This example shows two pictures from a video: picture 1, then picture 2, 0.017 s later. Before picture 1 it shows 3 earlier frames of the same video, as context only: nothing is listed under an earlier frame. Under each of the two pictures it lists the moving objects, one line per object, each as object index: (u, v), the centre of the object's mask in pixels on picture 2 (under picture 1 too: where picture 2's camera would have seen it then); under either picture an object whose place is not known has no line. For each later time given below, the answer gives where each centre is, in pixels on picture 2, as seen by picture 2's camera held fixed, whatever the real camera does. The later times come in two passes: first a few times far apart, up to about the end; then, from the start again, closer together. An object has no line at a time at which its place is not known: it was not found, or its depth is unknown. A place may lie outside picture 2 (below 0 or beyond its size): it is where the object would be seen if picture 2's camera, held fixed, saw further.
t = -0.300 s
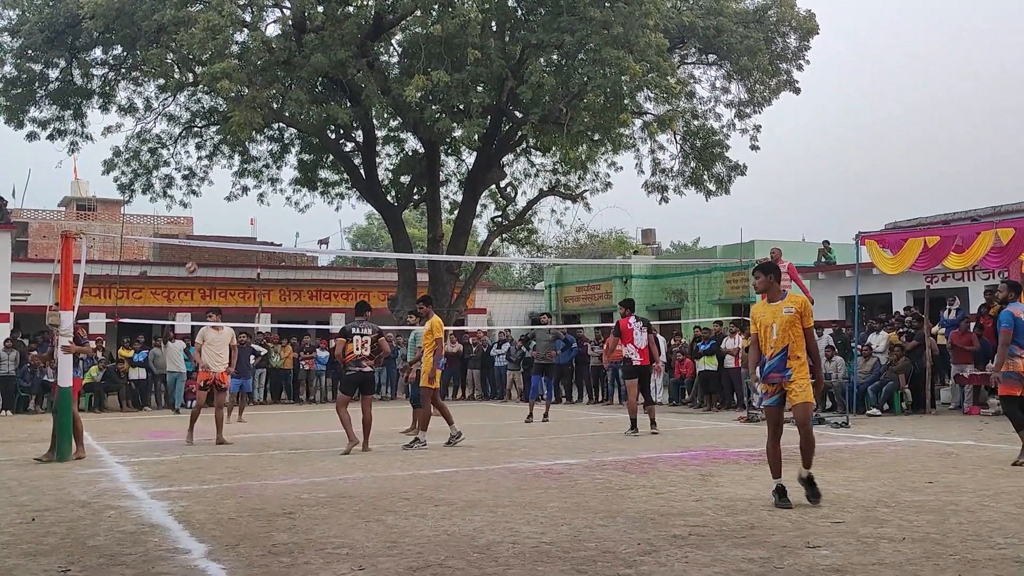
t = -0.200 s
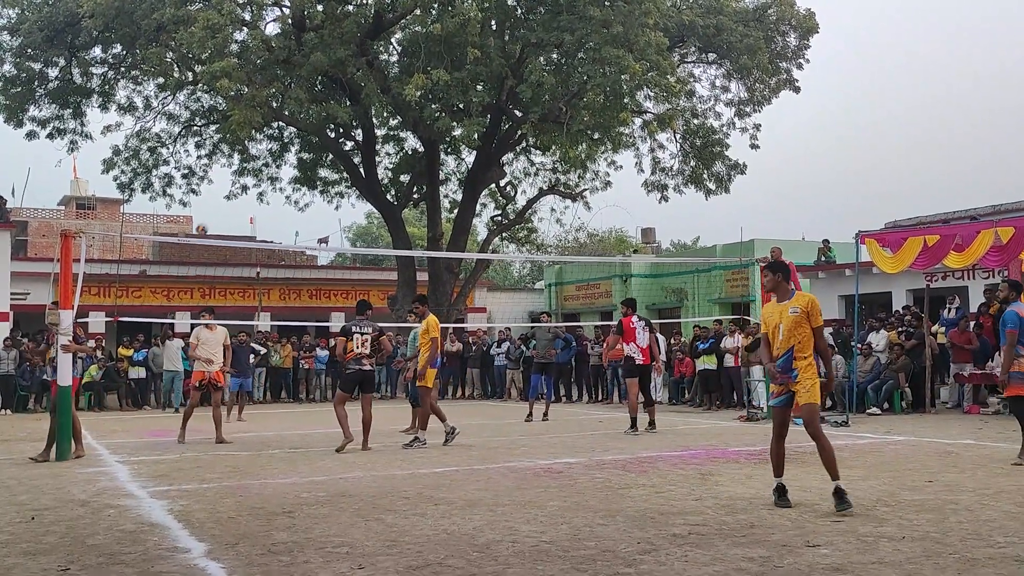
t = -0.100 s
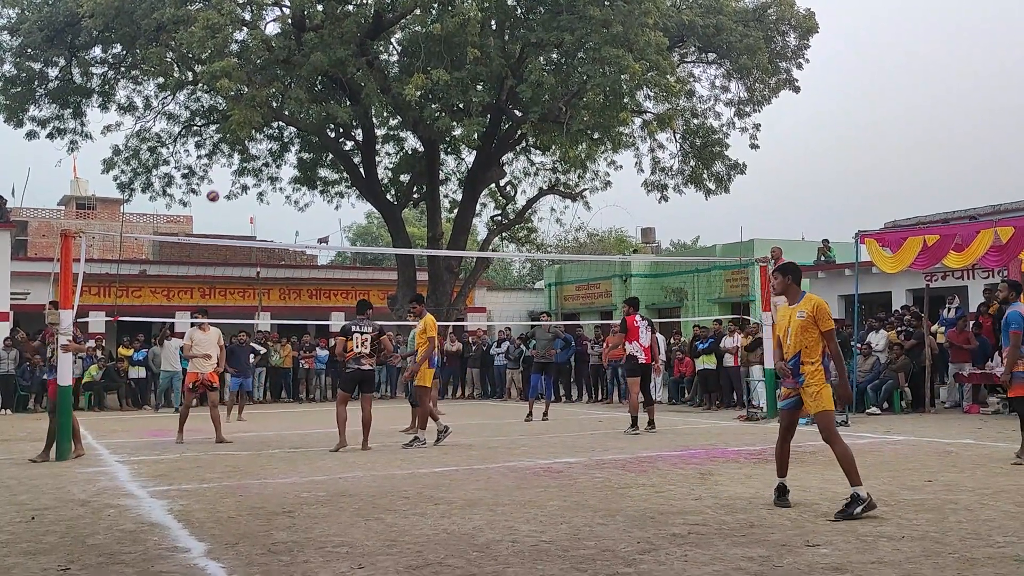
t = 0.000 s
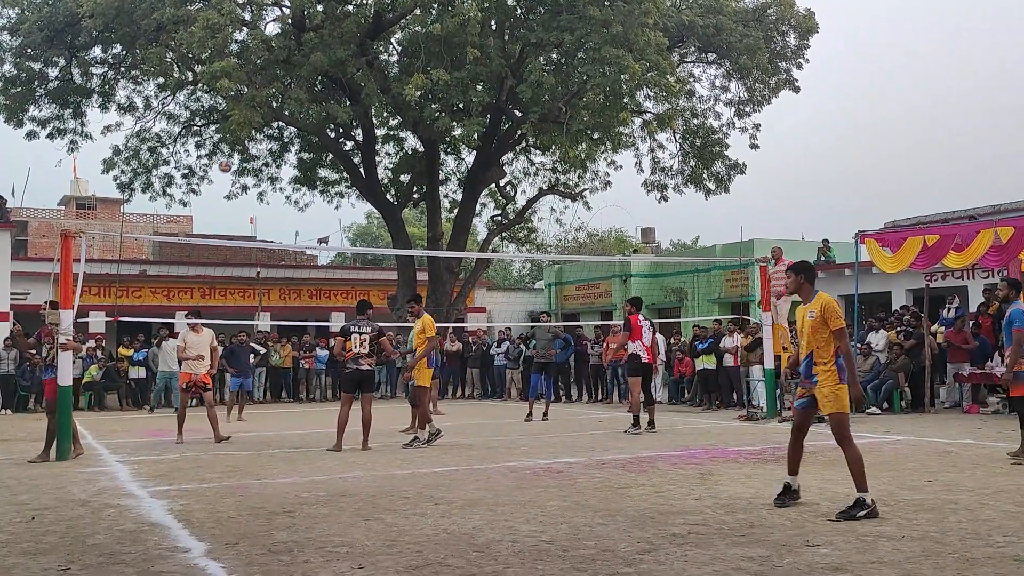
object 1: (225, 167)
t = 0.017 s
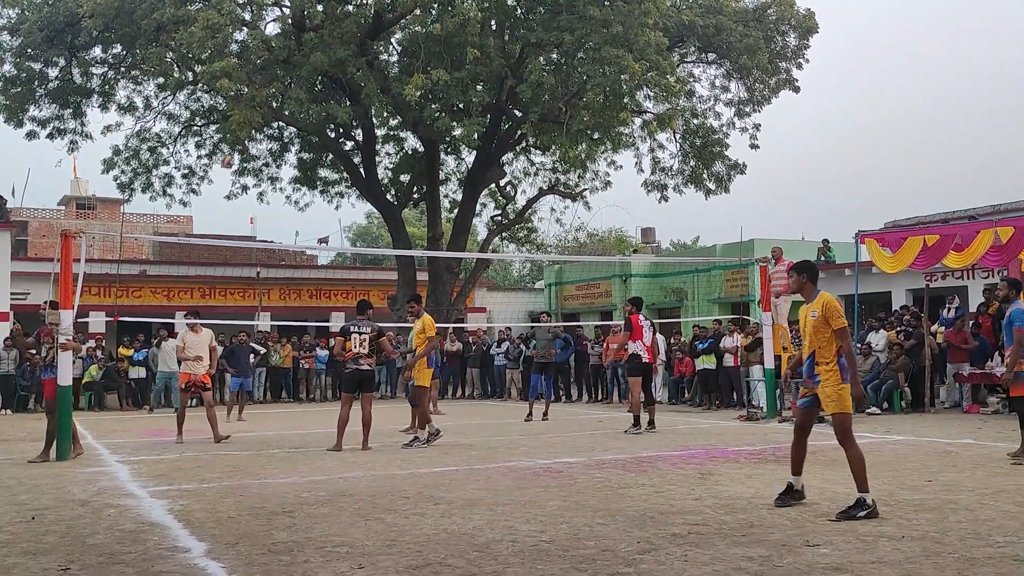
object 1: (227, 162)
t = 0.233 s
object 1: (256, 117)
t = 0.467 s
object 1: (292, 103)
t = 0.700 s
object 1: (338, 136)
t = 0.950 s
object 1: (402, 253)
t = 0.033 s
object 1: (229, 158)
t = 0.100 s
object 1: (238, 143)
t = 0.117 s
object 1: (239, 139)
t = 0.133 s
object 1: (241, 136)
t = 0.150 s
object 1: (244, 132)
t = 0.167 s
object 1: (246, 129)
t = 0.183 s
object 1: (248, 126)
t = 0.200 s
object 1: (251, 122)
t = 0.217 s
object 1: (254, 120)
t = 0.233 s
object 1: (256, 117)
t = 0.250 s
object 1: (258, 115)
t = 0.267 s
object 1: (261, 113)
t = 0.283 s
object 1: (263, 111)
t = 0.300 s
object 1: (265, 110)
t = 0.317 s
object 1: (269, 107)
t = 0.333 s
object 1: (271, 106)
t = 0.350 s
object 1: (274, 104)
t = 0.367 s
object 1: (276, 104)
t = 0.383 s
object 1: (279, 103)
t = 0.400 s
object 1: (282, 103)
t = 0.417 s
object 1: (283, 103)
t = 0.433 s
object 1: (287, 103)
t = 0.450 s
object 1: (290, 103)
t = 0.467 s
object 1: (292, 103)
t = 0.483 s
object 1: (295, 104)
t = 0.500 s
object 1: (299, 104)
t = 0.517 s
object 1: (302, 105)
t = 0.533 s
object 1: (306, 106)
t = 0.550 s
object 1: (308, 108)
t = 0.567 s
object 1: (312, 110)
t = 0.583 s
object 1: (314, 112)
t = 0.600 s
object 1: (318, 115)
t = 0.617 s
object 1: (322, 117)
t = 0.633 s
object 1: (325, 121)
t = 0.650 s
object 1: (328, 124)
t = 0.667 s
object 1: (332, 128)
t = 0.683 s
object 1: (335, 132)
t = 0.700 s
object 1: (338, 136)
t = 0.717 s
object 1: (342, 141)
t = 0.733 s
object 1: (347, 146)
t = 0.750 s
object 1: (349, 151)
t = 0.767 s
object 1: (354, 158)
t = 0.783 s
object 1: (358, 164)
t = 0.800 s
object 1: (361, 170)
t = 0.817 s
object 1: (366, 179)
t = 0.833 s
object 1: (370, 186)
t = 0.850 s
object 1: (374, 193)
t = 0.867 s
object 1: (379, 202)
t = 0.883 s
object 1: (383, 212)
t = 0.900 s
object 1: (388, 222)
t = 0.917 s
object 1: (392, 233)
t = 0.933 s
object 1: (397, 242)
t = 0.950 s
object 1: (402, 253)
